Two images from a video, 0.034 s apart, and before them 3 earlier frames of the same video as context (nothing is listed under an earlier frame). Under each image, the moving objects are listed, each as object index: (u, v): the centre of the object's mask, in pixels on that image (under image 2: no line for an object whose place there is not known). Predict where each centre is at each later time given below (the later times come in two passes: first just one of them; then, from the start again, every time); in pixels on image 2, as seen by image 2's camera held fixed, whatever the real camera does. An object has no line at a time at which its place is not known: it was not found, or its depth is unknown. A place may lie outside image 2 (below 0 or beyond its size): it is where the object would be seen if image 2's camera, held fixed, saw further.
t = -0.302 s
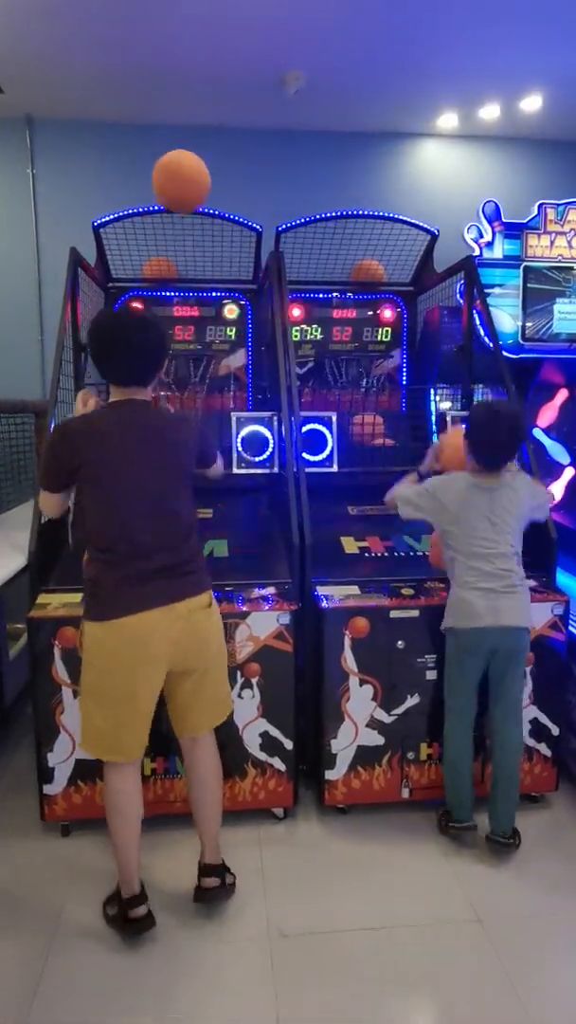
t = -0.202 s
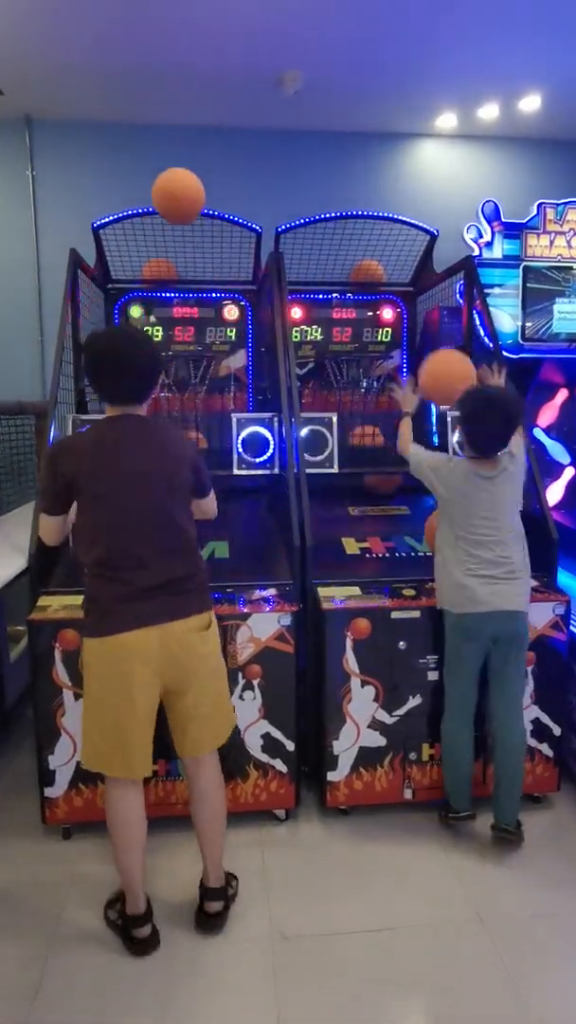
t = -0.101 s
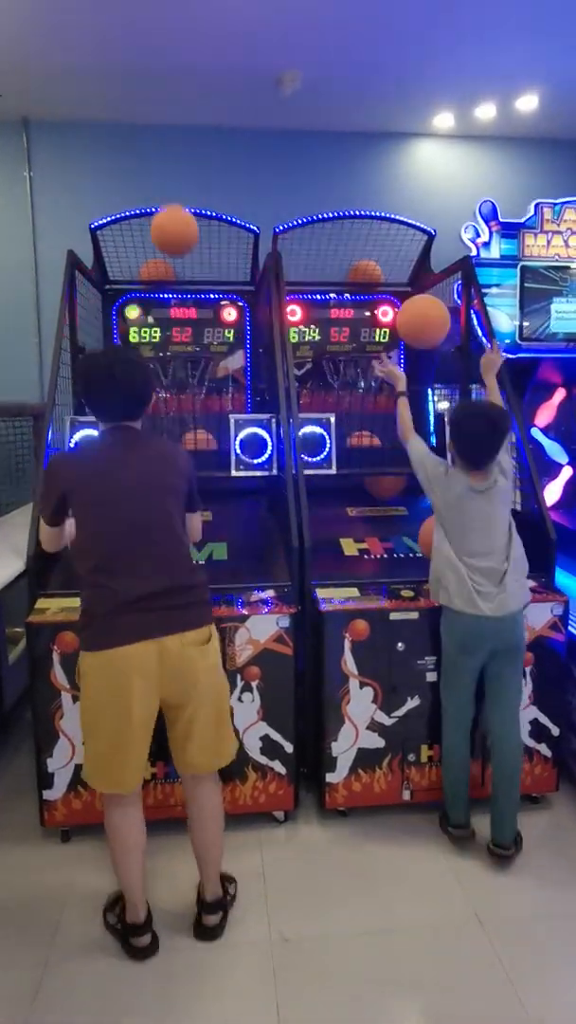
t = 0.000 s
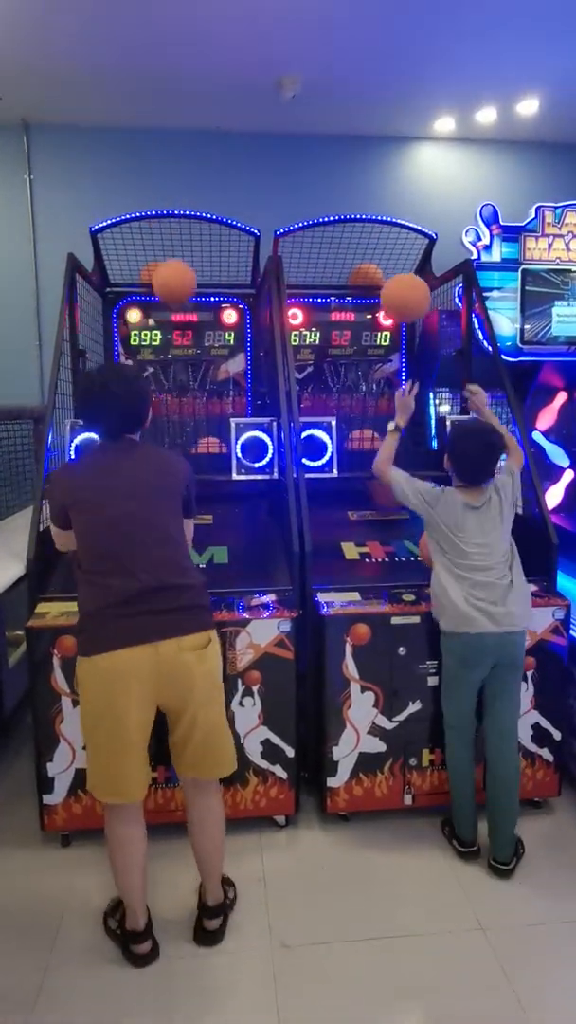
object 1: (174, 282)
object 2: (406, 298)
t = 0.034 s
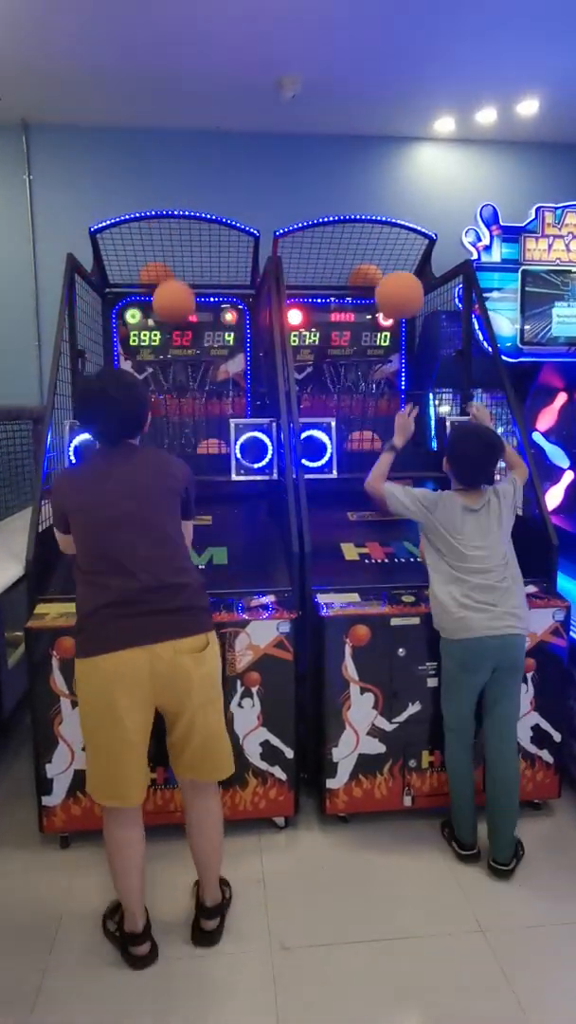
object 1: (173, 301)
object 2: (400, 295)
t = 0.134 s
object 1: (173, 334)
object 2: (384, 300)
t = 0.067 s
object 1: (173, 321)
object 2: (394, 294)
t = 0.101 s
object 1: (174, 342)
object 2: (389, 295)
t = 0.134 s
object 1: (173, 334)
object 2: (384, 300)
